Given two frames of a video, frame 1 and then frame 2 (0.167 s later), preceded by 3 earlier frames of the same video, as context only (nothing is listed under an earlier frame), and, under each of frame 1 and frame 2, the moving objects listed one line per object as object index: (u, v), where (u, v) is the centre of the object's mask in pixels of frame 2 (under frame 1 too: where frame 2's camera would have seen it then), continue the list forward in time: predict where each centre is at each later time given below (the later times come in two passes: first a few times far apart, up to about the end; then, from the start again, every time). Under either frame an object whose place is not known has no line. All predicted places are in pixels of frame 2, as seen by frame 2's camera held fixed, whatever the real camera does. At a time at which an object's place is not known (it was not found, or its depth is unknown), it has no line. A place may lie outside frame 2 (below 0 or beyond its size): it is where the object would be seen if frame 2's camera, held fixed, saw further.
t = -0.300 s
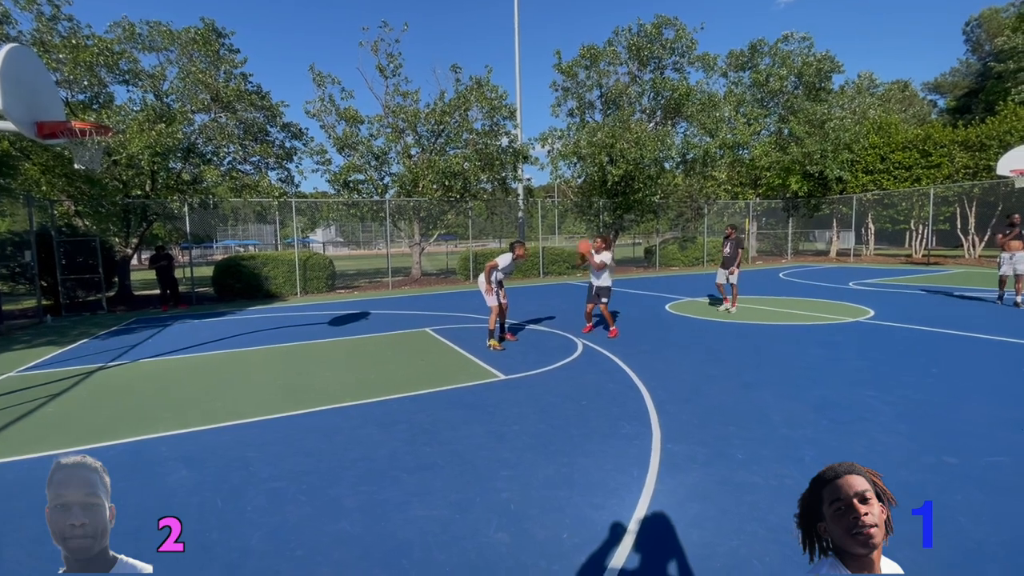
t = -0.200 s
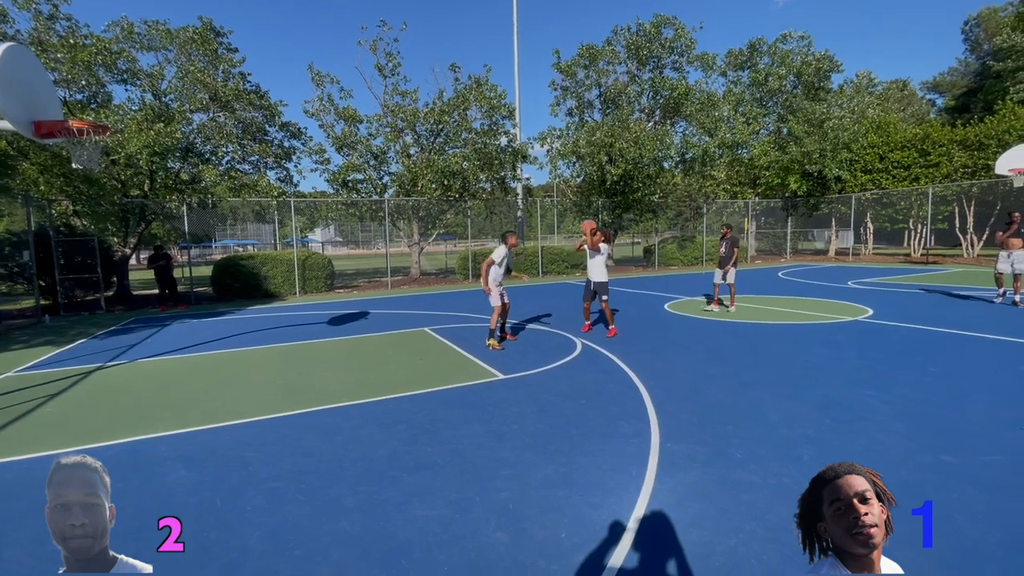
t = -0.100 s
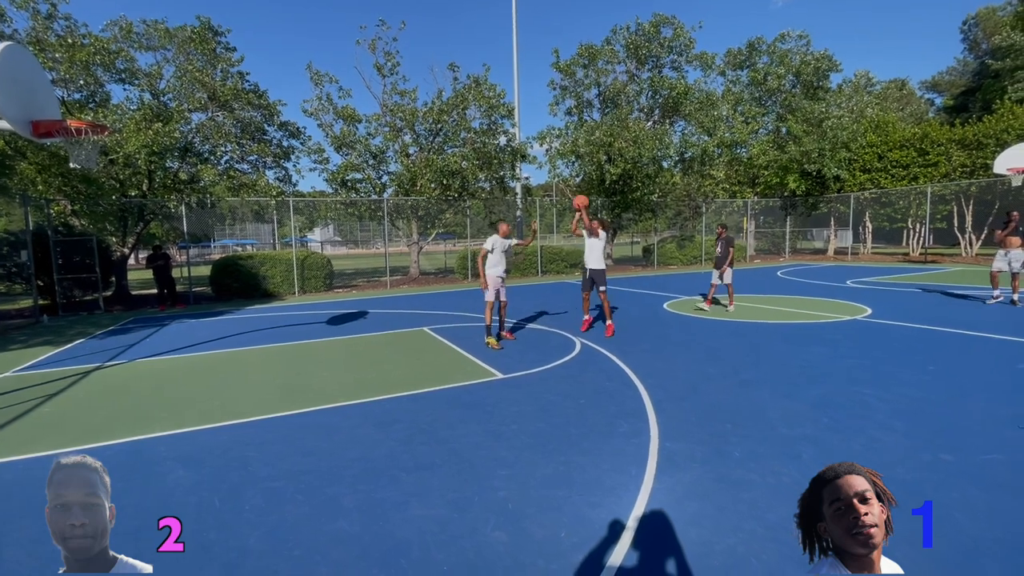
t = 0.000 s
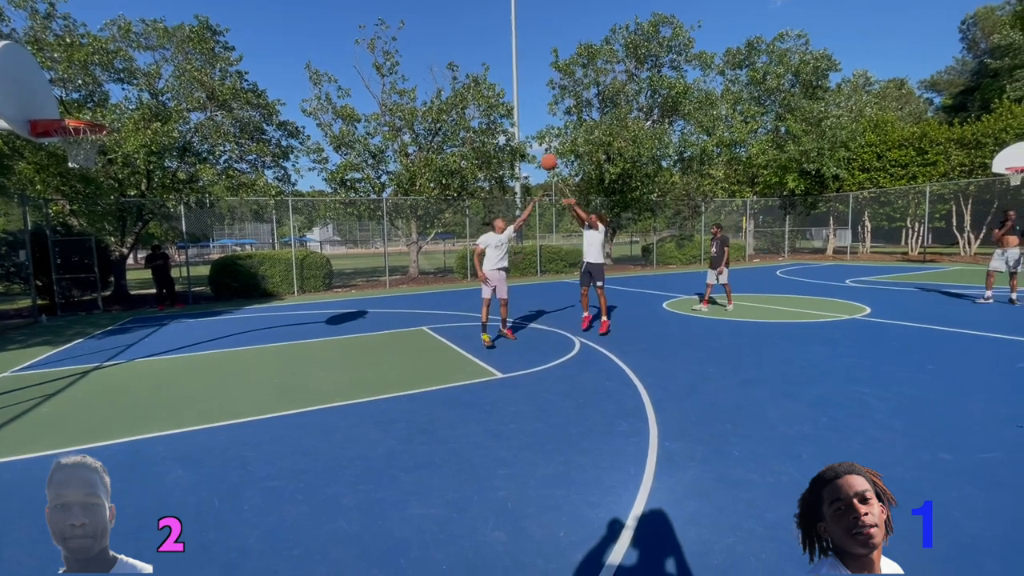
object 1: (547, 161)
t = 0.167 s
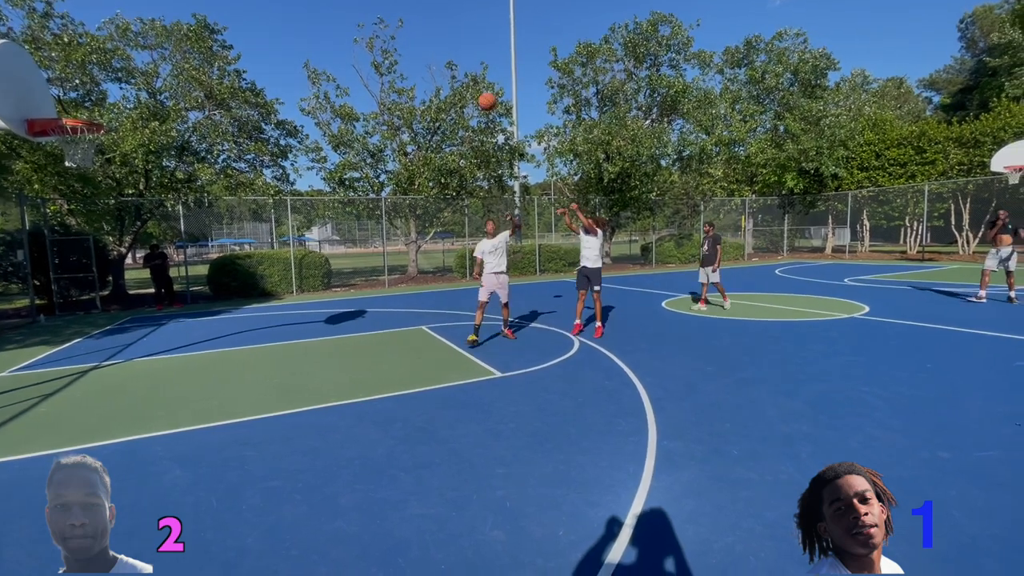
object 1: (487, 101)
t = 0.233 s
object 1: (461, 81)
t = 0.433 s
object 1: (377, 37)
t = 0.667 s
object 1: (268, 22)
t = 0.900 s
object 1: (144, 54)
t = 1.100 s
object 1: (34, 99)
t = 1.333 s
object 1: (69, 75)
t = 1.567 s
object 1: (132, 107)
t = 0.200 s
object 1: (474, 91)
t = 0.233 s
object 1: (461, 81)
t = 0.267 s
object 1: (448, 73)
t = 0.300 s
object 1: (434, 64)
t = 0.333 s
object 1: (420, 56)
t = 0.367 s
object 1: (406, 49)
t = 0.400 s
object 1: (392, 43)
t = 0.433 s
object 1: (377, 37)
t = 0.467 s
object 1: (362, 33)
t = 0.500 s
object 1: (347, 29)
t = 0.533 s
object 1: (332, 26)
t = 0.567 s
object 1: (316, 24)
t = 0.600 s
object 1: (300, 22)
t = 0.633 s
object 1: (284, 22)
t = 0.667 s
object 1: (268, 22)
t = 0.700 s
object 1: (251, 23)
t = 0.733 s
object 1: (234, 26)
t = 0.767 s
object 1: (216, 30)
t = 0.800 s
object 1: (199, 34)
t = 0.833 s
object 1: (181, 39)
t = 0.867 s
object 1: (163, 46)
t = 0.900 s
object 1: (144, 54)
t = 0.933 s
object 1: (125, 63)
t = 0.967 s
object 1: (107, 74)
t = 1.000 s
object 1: (88, 85)
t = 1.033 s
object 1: (68, 99)
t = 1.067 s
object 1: (52, 107)
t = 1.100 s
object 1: (34, 99)
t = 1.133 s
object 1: (23, 91)
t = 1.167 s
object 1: (30, 86)
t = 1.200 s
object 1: (37, 81)
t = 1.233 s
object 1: (45, 78)
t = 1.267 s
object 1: (53, 75)
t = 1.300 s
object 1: (61, 74)
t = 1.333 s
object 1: (69, 75)
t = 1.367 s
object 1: (78, 76)
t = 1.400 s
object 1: (86, 77)
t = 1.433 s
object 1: (95, 81)
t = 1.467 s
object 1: (104, 86)
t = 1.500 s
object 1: (113, 91)
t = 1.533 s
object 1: (124, 99)
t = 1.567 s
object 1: (132, 107)
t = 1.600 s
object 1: (142, 117)
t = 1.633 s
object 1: (151, 127)
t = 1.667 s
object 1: (161, 139)
